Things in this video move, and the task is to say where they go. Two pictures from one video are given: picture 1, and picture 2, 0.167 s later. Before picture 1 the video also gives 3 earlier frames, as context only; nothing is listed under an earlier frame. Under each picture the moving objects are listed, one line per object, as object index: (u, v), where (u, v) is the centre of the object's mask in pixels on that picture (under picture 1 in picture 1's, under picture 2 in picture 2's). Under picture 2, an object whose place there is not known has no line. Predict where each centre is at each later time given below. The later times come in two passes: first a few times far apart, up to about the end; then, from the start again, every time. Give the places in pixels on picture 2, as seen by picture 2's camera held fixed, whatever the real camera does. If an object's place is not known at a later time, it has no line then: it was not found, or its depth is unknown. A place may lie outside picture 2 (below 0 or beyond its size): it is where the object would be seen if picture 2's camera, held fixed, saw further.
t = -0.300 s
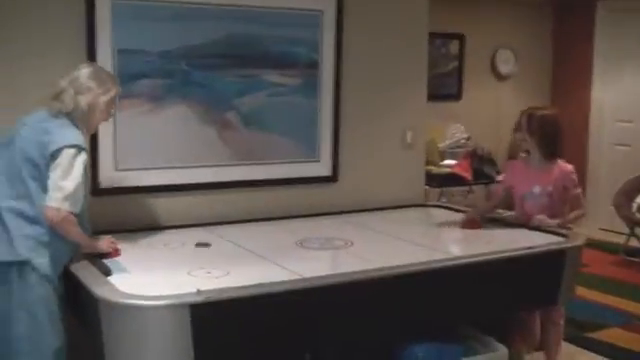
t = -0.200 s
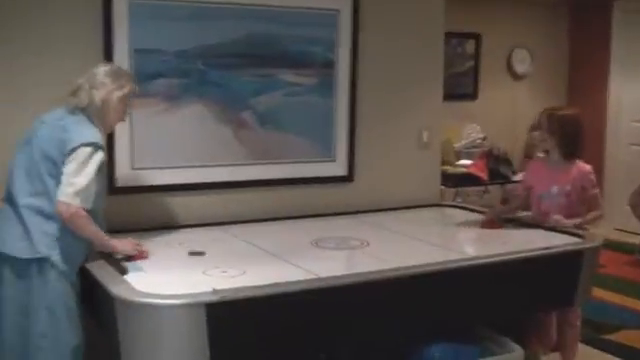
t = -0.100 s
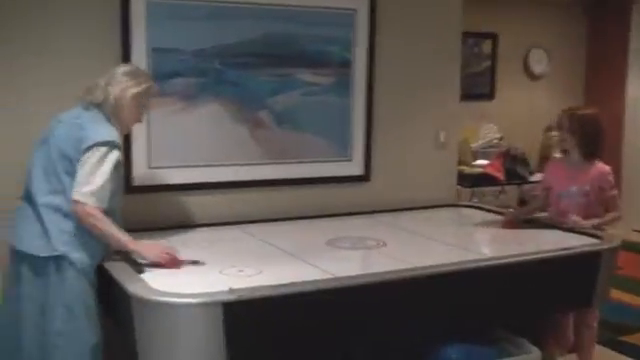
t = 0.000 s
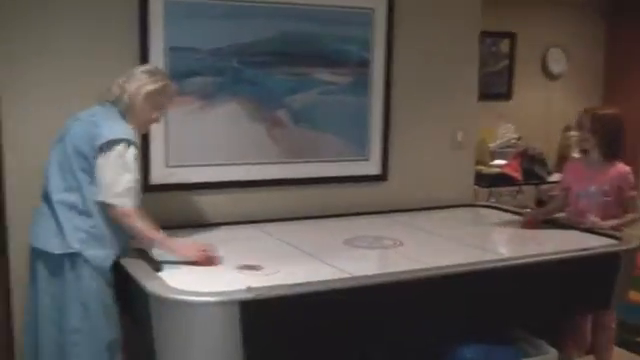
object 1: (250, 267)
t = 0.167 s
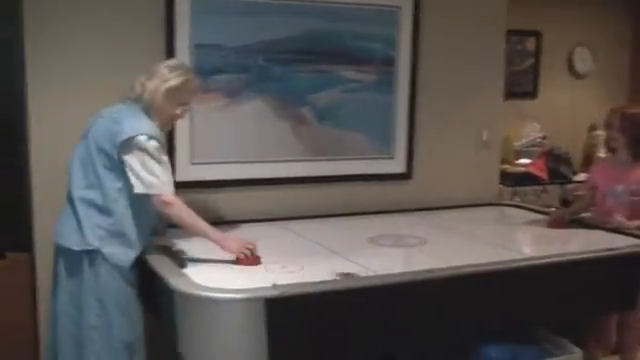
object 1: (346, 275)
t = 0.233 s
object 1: (366, 274)
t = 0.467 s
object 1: (390, 256)
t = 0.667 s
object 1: (405, 243)
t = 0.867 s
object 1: (419, 231)
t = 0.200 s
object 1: (358, 275)
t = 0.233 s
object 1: (366, 274)
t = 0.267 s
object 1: (369, 271)
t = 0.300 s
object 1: (373, 269)
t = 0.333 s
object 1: (377, 266)
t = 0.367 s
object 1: (380, 263)
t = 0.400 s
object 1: (383, 261)
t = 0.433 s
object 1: (386, 259)
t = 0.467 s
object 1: (390, 256)
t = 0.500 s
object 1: (392, 254)
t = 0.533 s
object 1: (395, 252)
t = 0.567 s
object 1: (397, 249)
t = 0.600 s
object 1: (400, 247)
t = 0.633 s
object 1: (402, 245)
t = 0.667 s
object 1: (405, 243)
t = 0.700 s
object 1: (408, 241)
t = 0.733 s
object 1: (410, 240)
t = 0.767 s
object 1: (412, 237)
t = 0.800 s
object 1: (414, 236)
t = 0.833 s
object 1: (416, 234)
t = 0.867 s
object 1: (419, 231)
